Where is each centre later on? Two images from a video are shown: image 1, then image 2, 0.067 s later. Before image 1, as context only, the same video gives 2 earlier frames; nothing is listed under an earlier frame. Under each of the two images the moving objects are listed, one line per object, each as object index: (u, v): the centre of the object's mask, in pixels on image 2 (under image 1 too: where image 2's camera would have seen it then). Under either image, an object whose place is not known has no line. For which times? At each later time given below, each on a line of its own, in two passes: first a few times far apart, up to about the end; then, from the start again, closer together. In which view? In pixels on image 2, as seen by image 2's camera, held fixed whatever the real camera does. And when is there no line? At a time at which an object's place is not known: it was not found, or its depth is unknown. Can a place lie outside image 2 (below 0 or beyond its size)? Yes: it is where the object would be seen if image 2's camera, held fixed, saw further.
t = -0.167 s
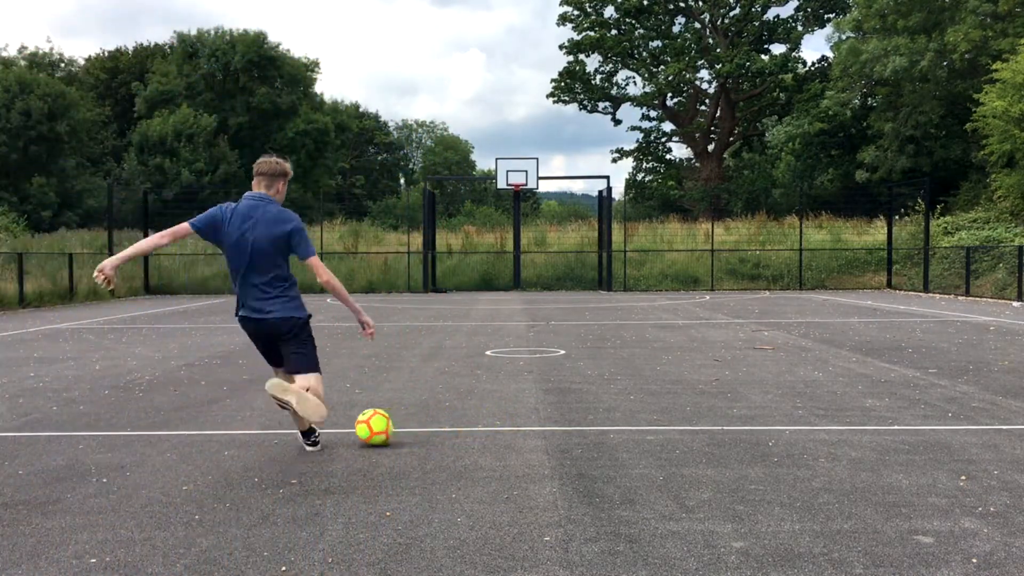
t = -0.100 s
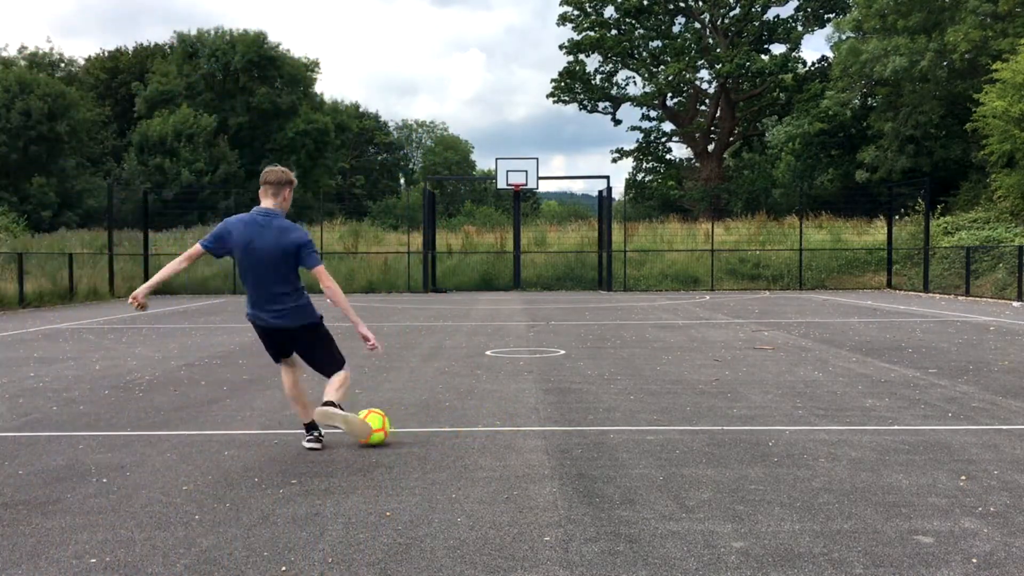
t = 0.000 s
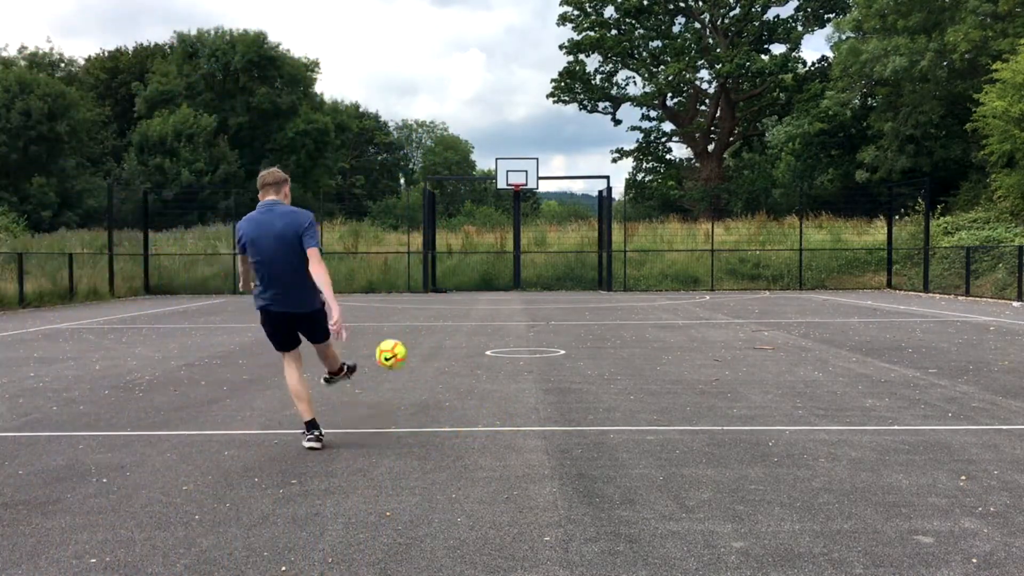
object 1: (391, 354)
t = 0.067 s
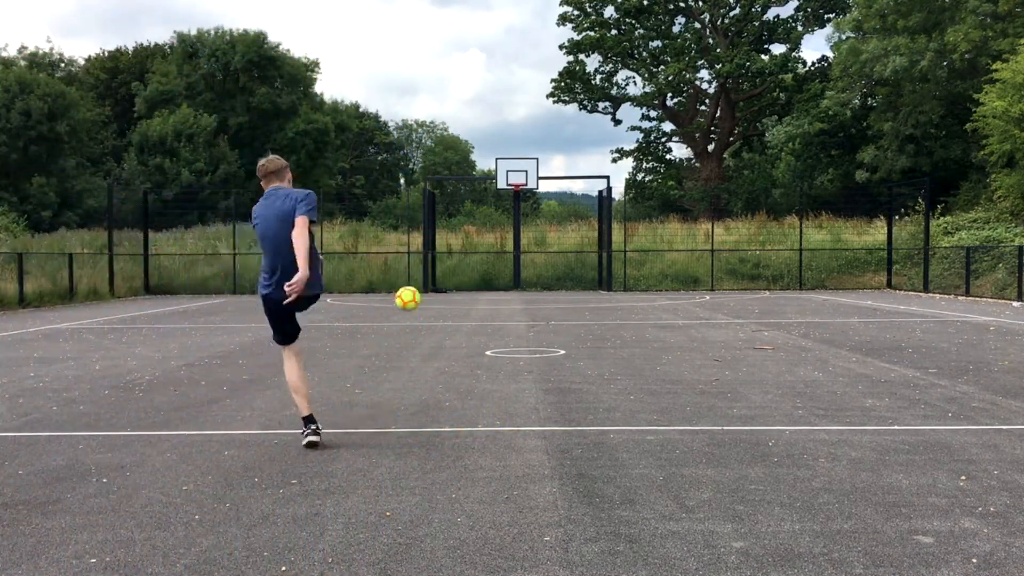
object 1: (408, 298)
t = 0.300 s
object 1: (433, 212)
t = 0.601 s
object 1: (440, 189)
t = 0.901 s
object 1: (441, 200)
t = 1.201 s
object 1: (438, 225)
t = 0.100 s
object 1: (413, 278)
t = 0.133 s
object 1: (418, 261)
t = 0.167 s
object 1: (422, 247)
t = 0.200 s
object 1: (426, 236)
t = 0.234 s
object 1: (428, 227)
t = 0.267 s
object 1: (431, 218)
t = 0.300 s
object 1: (433, 212)
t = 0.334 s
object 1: (434, 206)
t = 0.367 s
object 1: (435, 202)
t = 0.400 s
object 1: (436, 198)
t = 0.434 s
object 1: (437, 195)
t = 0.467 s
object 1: (438, 193)
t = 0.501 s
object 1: (438, 191)
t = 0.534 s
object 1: (441, 188)
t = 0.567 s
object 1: (440, 188)
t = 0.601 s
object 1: (440, 189)
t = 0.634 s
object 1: (440, 189)
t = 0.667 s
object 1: (441, 189)
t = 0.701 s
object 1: (441, 190)
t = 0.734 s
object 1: (441, 191)
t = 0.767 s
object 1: (441, 192)
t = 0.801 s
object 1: (441, 194)
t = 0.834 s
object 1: (441, 196)
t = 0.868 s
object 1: (441, 198)
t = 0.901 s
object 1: (441, 200)
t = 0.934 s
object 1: (441, 203)
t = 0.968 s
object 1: (441, 205)
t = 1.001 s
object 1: (440, 208)
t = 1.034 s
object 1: (440, 211)
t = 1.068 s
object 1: (440, 214)
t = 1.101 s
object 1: (439, 217)
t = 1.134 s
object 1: (439, 221)
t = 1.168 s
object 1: (439, 223)
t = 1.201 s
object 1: (438, 225)
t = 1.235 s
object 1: (437, 227)
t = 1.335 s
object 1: (434, 237)
